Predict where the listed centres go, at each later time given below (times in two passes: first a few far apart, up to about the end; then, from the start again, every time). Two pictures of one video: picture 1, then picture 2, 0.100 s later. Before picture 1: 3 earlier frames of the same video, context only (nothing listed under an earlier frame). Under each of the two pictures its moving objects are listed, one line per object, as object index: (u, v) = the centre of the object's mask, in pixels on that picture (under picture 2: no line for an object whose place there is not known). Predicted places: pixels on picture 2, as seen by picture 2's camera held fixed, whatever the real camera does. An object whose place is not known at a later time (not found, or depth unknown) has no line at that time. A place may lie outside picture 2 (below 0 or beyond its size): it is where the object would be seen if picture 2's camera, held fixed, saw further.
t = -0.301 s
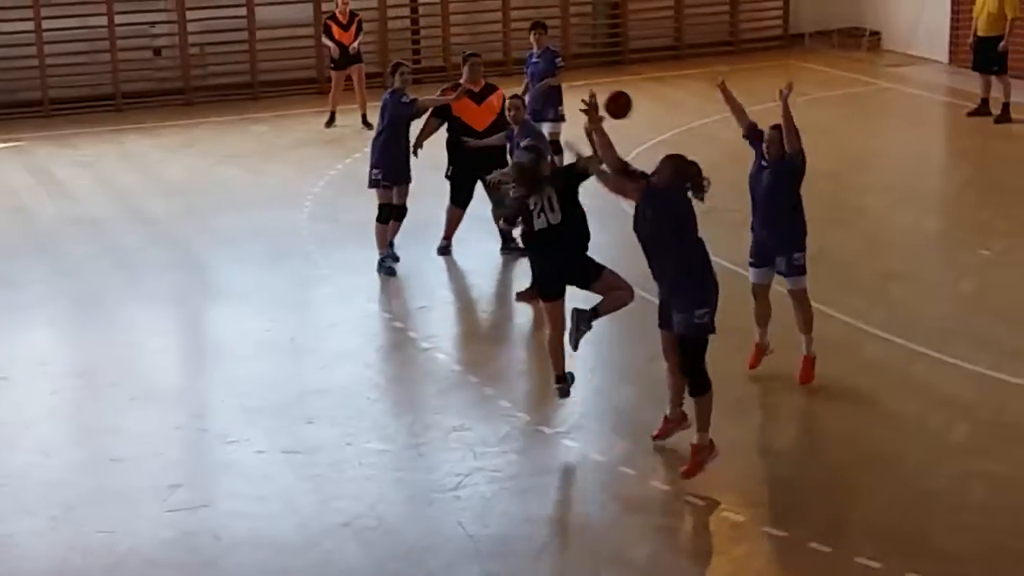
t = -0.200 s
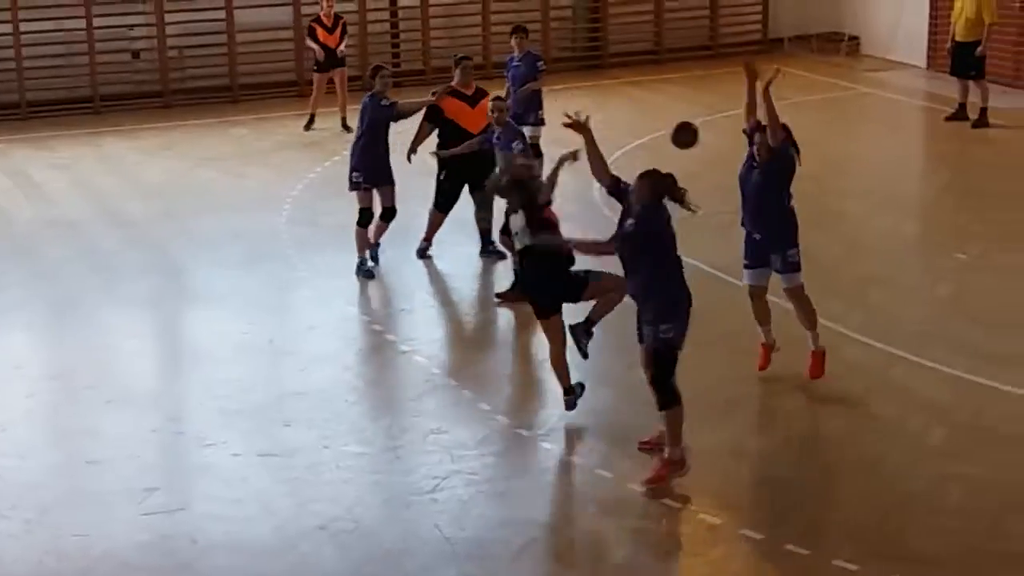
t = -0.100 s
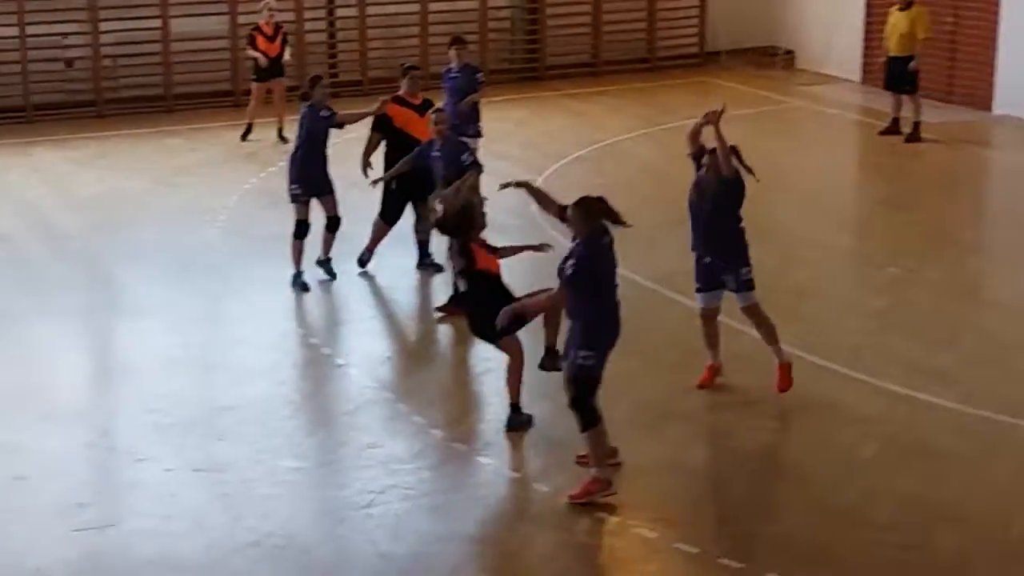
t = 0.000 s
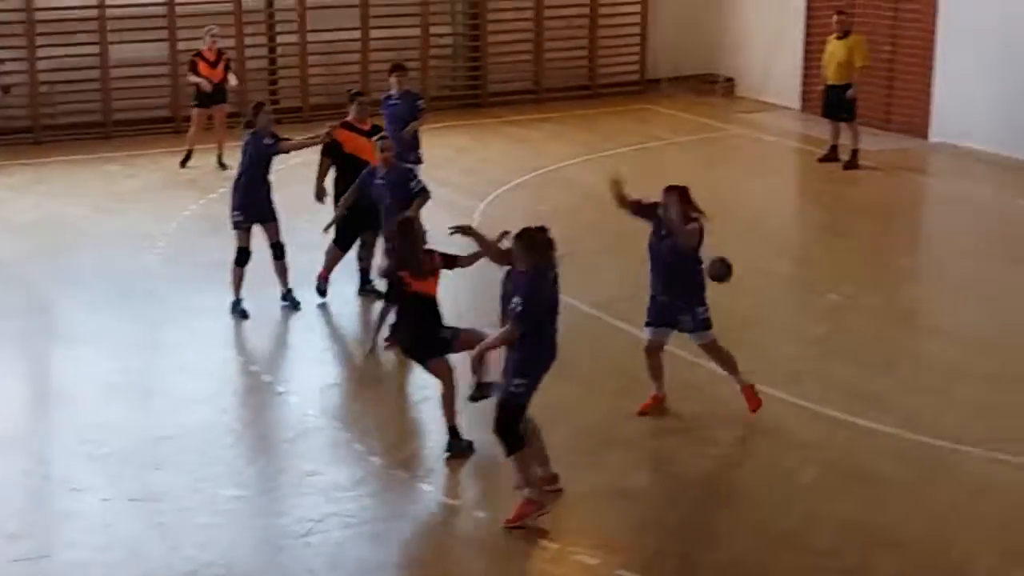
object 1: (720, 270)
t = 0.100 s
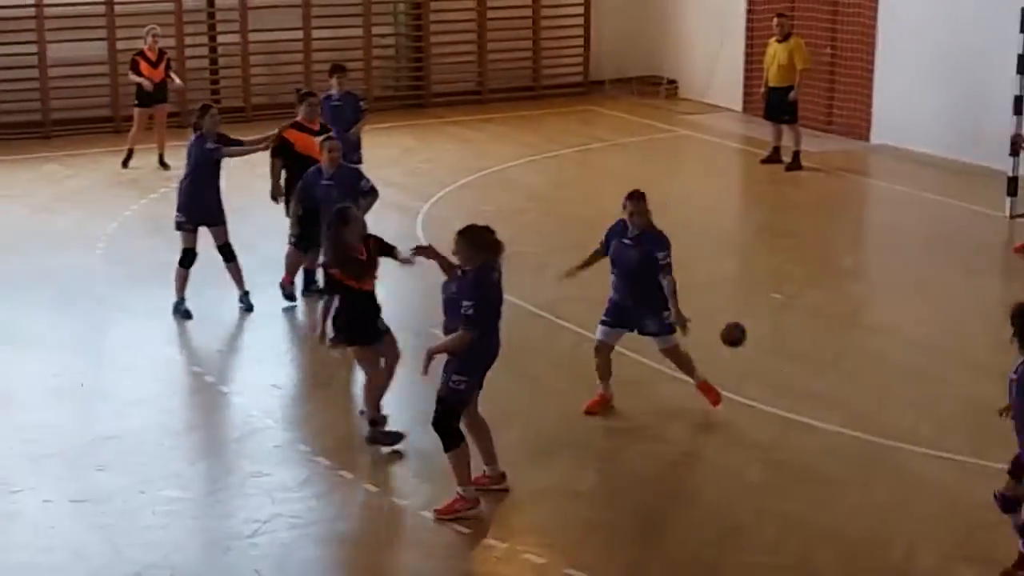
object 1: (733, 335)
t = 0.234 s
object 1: (809, 392)
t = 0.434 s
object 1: (878, 287)
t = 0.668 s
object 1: (953, 238)
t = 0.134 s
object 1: (755, 359)
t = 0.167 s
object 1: (777, 383)
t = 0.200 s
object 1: (797, 410)
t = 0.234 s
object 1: (809, 392)
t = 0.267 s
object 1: (821, 370)
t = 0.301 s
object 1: (832, 351)
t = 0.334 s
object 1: (844, 332)
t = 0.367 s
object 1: (855, 315)
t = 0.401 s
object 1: (866, 301)
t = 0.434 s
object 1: (878, 287)
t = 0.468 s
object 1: (889, 276)
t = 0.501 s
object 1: (899, 267)
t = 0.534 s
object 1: (910, 259)
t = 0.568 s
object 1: (920, 251)
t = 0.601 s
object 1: (932, 245)
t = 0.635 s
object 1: (942, 241)
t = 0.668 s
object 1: (953, 238)
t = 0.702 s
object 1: (964, 237)
